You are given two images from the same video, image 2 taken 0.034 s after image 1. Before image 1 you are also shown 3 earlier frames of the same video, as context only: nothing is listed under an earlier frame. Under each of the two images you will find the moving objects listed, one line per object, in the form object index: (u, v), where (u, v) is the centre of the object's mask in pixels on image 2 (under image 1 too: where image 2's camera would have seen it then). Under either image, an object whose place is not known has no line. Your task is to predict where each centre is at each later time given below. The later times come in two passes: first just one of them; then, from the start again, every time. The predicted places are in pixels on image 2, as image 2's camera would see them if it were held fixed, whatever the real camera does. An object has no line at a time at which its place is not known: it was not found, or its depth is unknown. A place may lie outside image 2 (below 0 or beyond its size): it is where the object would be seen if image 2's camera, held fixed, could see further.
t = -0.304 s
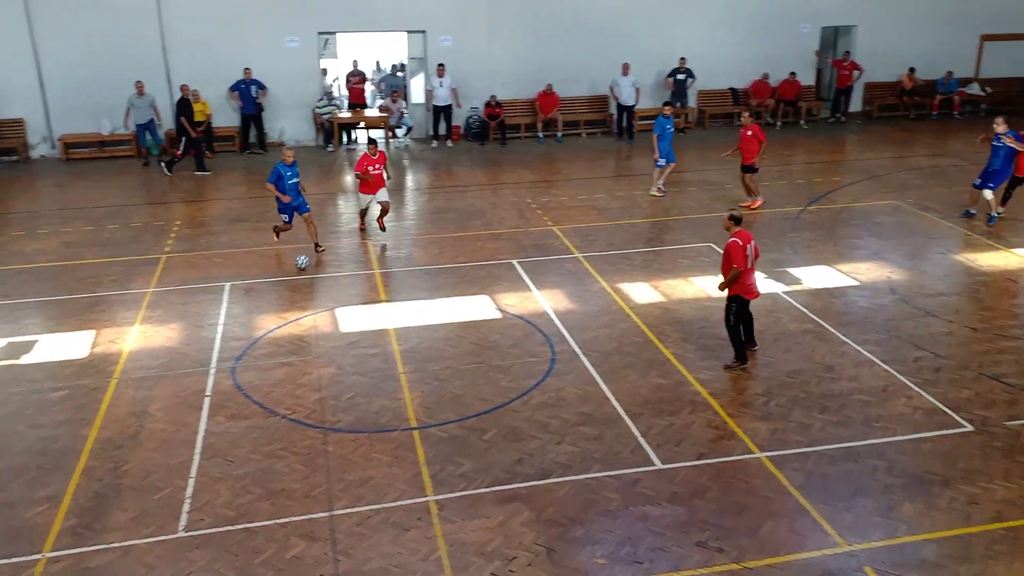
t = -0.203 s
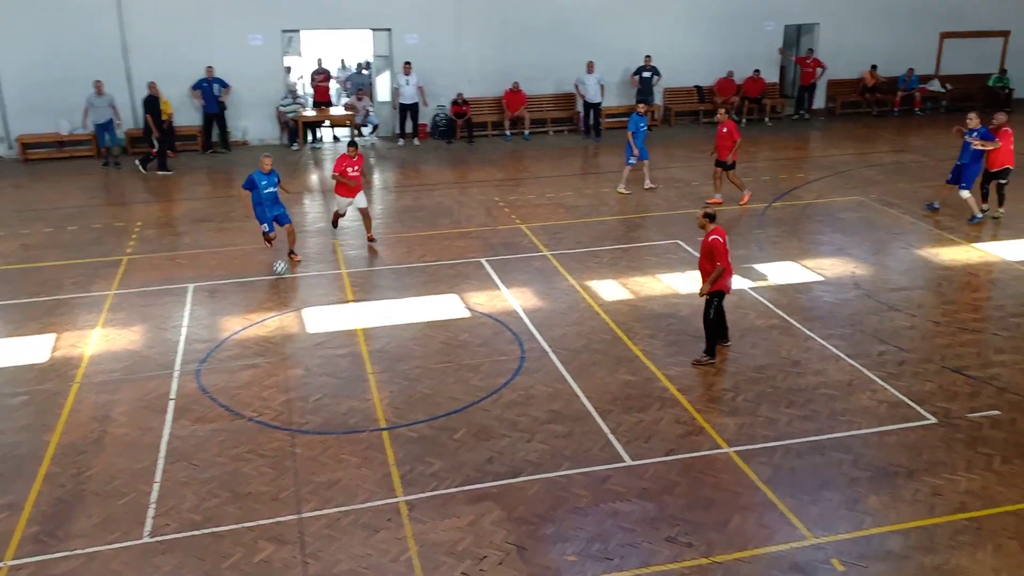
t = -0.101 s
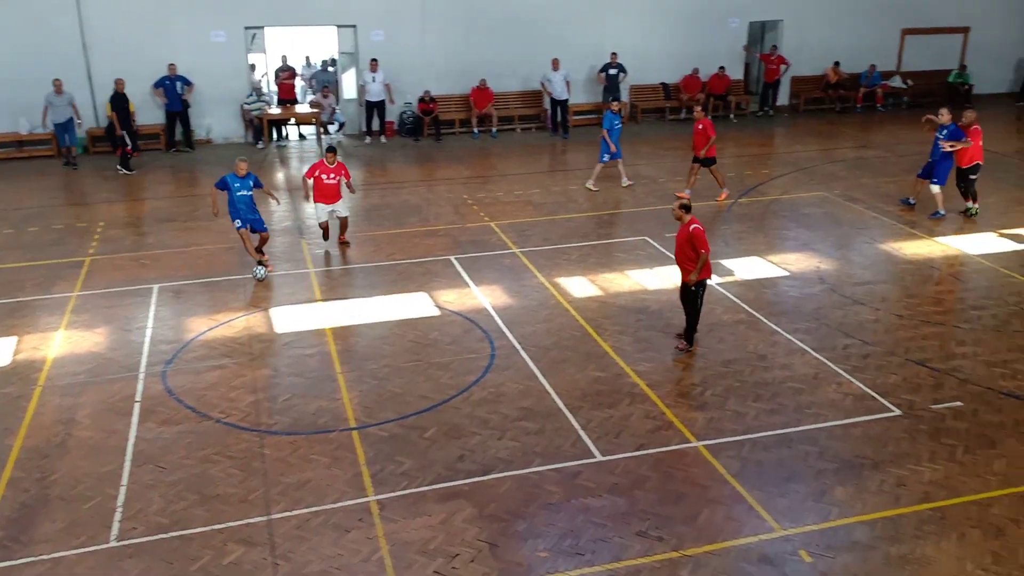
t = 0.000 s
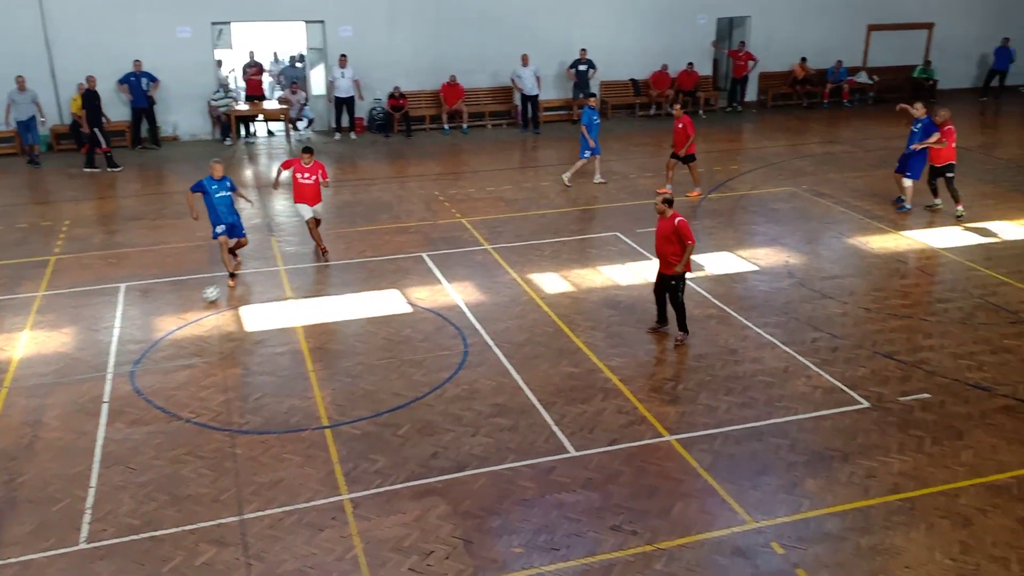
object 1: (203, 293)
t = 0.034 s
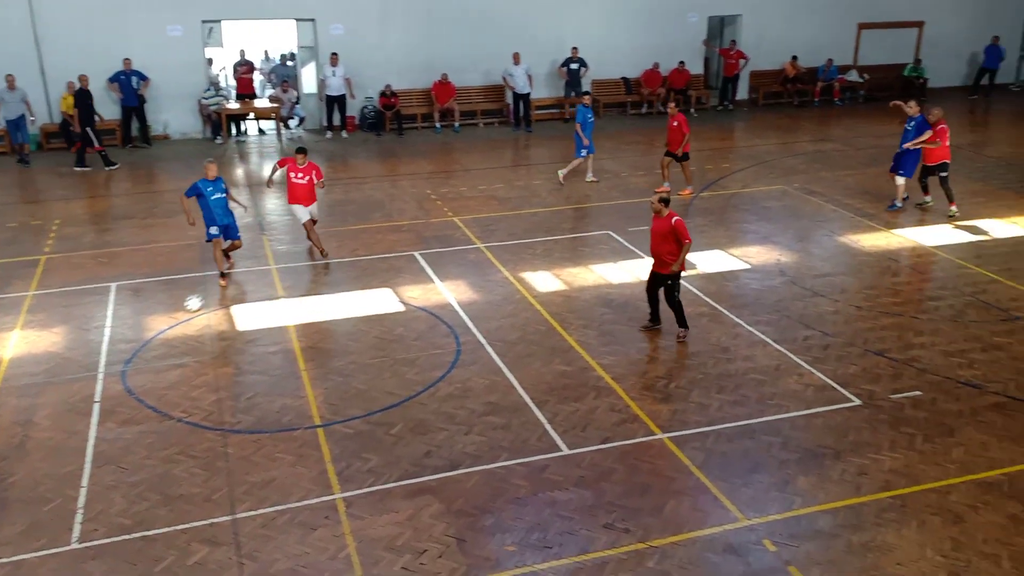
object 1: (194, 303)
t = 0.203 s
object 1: (148, 354)
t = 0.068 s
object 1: (185, 312)
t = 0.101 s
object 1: (176, 322)
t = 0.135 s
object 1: (167, 333)
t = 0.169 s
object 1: (158, 343)
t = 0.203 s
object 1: (148, 354)
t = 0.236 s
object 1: (138, 365)
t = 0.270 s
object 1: (128, 376)
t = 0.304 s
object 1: (119, 387)
